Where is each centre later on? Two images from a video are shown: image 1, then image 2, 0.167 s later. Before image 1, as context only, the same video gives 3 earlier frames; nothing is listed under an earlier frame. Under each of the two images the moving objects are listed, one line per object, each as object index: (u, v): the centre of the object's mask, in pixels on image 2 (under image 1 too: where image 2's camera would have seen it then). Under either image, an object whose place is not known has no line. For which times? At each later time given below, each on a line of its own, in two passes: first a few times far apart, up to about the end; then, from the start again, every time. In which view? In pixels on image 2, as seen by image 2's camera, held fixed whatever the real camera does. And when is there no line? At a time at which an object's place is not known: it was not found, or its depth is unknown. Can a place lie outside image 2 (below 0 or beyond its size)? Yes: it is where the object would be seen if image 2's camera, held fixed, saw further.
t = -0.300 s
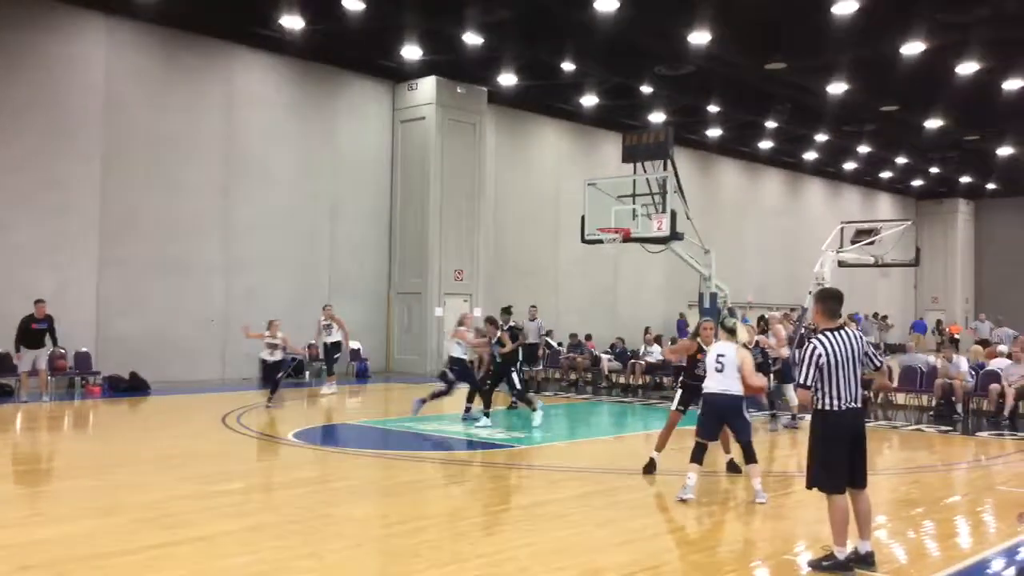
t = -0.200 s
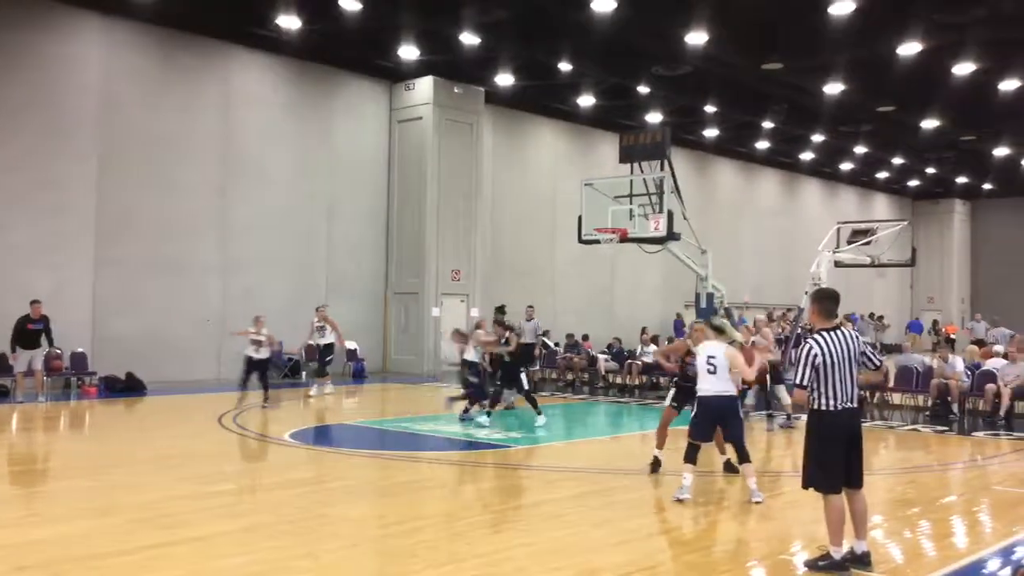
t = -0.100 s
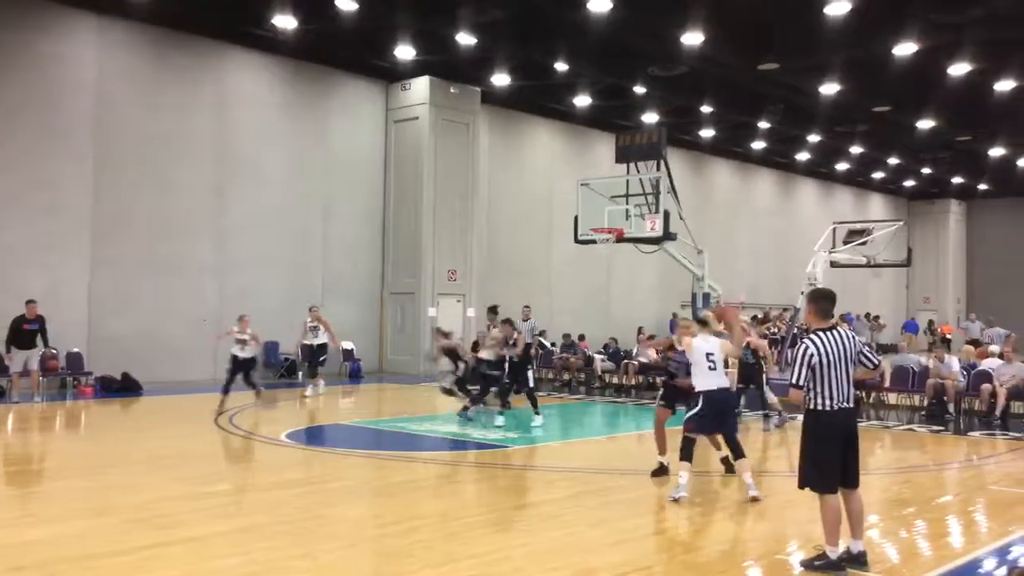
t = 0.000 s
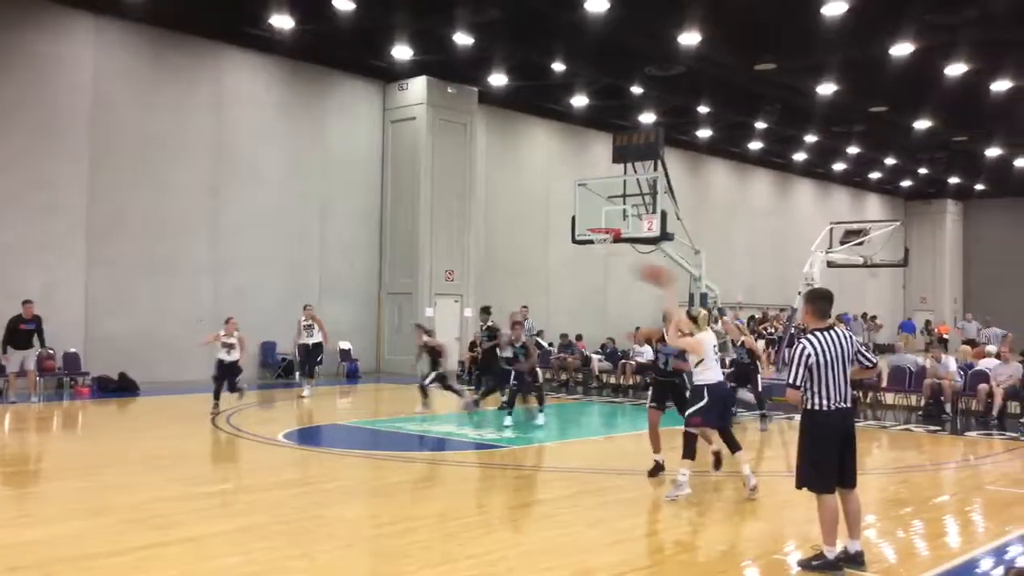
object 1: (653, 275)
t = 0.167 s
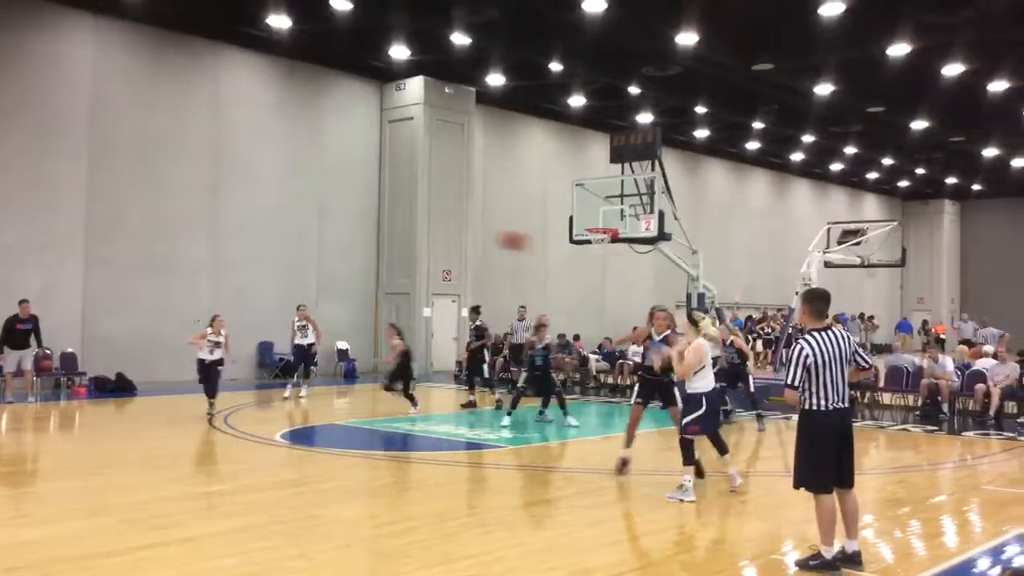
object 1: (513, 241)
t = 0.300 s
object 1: (420, 233)
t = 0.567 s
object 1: (256, 258)
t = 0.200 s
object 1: (488, 237)
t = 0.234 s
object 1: (464, 235)
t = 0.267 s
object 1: (440, 234)
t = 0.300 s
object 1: (420, 233)
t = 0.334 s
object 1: (396, 233)
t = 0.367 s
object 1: (373, 235)
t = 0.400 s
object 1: (351, 238)
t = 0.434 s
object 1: (333, 239)
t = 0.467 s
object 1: (313, 242)
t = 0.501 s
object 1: (294, 247)
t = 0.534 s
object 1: (274, 252)
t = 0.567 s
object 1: (256, 258)
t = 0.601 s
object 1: (240, 264)
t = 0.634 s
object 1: (221, 271)
